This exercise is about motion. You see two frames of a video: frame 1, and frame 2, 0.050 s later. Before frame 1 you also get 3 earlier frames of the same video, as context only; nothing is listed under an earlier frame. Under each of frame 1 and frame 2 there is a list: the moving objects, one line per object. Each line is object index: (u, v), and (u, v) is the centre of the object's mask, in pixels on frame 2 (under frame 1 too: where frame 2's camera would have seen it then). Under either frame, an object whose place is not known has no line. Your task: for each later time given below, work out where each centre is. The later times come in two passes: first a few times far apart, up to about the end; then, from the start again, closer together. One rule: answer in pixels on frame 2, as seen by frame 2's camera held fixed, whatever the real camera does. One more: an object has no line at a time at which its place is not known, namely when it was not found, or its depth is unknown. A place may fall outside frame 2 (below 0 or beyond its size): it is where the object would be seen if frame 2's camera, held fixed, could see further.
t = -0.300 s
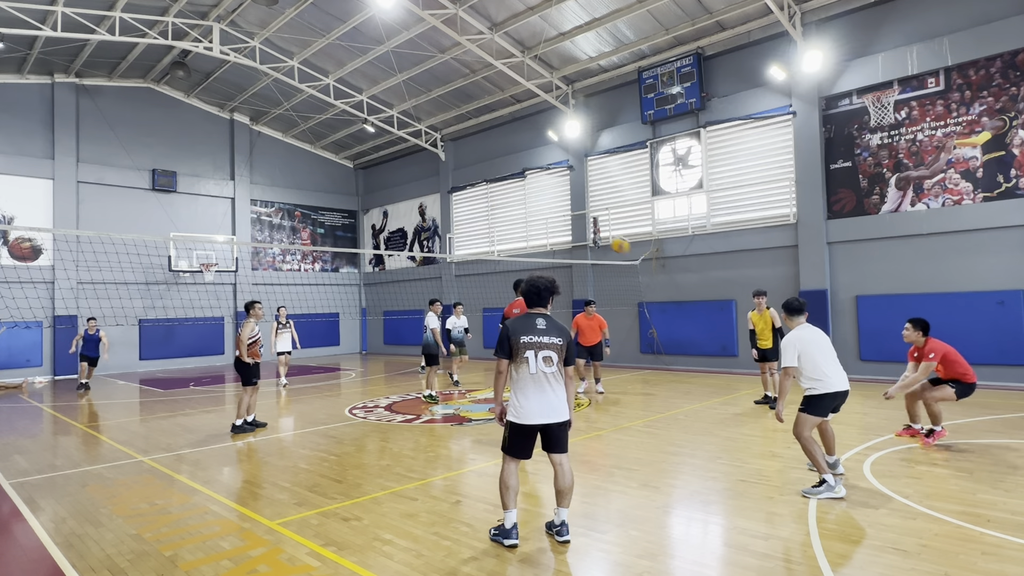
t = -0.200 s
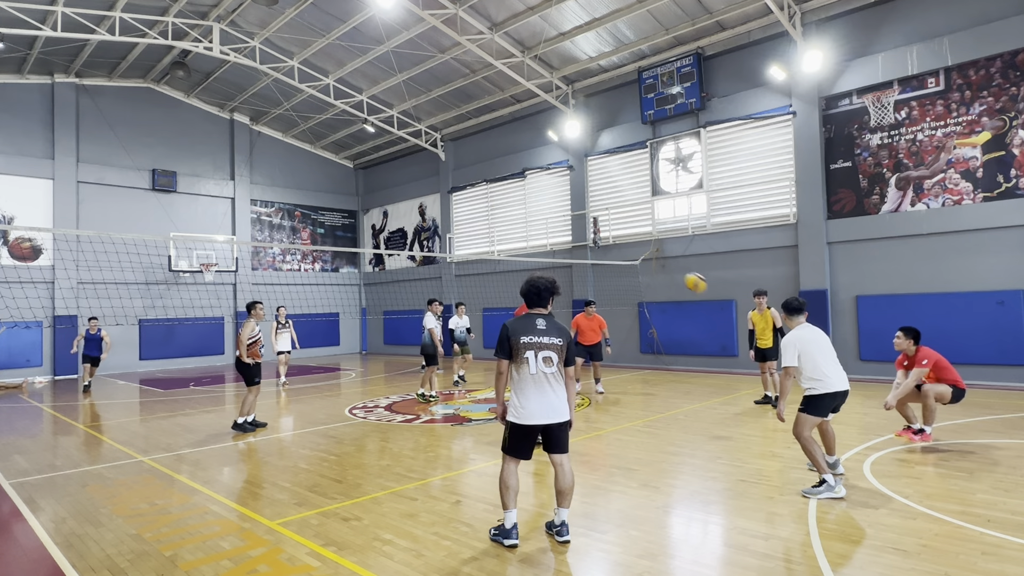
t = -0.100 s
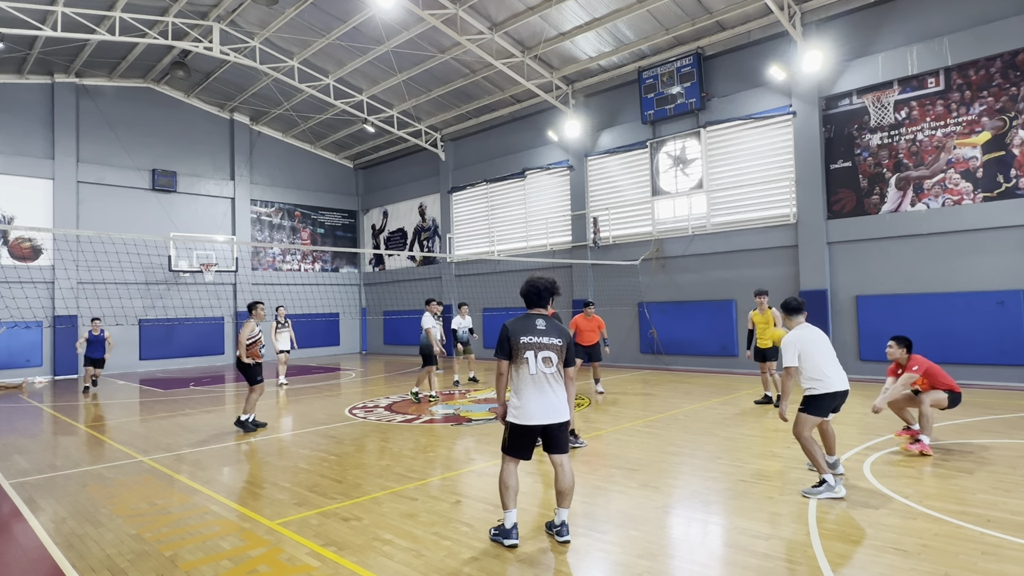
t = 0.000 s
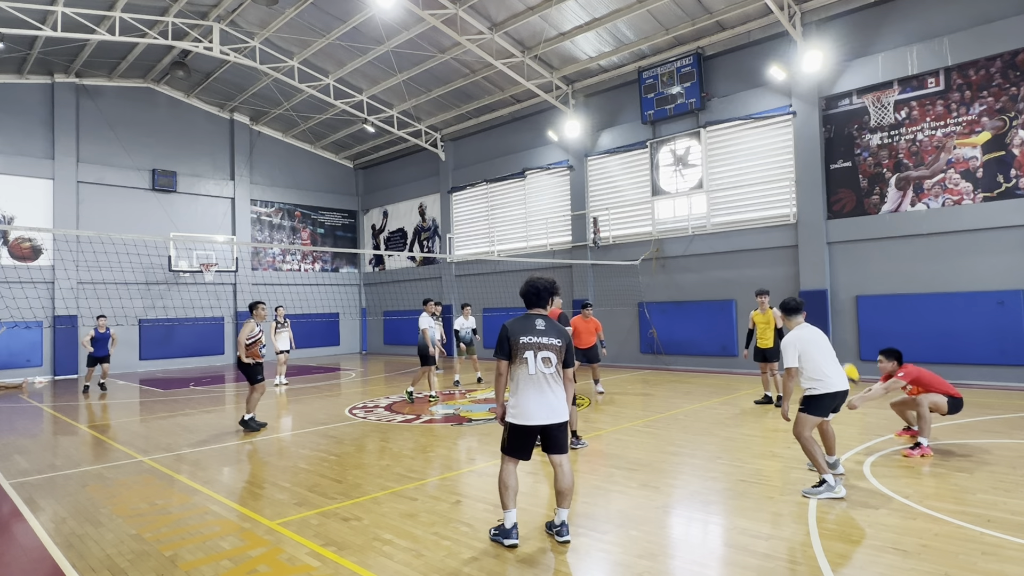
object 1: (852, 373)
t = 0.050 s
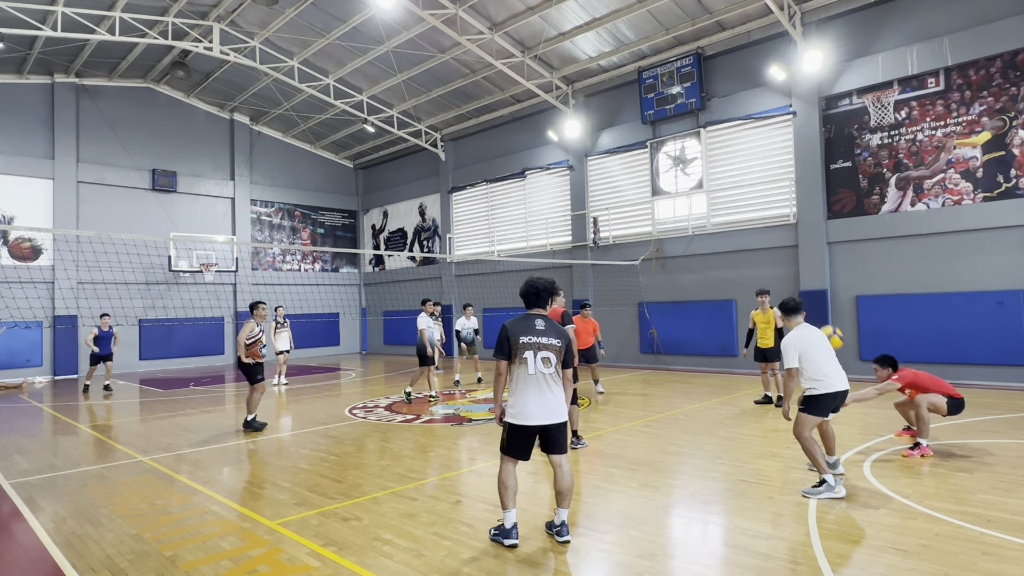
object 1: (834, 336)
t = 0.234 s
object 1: (771, 220)
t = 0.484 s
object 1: (693, 106)
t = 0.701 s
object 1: (628, 56)
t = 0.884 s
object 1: (572, 51)
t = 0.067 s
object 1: (826, 324)
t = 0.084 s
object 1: (819, 314)
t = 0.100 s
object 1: (814, 302)
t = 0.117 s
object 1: (808, 291)
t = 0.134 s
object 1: (803, 280)
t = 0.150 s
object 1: (797, 269)
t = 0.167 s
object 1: (791, 258)
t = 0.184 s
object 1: (786, 248)
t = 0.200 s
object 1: (781, 238)
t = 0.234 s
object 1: (771, 220)
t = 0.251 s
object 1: (765, 210)
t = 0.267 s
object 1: (760, 201)
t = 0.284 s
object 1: (755, 192)
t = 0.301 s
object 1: (749, 184)
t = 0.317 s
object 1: (744, 175)
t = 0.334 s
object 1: (739, 167)
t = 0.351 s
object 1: (734, 159)
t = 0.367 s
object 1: (728, 152)
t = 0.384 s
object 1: (723, 145)
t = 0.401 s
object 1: (718, 137)
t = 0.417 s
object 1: (713, 129)
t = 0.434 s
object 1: (708, 123)
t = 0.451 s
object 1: (703, 117)
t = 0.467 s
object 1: (698, 112)
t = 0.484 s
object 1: (693, 106)
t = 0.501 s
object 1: (688, 101)
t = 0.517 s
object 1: (683, 96)
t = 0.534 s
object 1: (678, 90)
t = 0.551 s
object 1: (673, 86)
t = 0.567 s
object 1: (668, 82)
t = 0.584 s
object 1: (663, 77)
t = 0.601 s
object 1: (658, 74)
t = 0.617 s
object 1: (652, 70)
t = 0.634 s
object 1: (647, 67)
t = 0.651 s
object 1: (643, 63)
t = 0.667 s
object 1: (637, 61)
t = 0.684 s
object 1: (633, 58)
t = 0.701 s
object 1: (628, 56)
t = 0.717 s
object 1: (623, 54)
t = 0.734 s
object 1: (618, 53)
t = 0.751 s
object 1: (613, 51)
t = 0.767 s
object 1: (608, 50)
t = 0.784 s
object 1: (603, 49)
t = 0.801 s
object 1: (597, 49)
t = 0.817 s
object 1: (592, 49)
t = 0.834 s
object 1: (587, 48)
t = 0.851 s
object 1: (582, 49)
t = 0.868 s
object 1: (577, 50)
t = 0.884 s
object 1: (572, 51)
